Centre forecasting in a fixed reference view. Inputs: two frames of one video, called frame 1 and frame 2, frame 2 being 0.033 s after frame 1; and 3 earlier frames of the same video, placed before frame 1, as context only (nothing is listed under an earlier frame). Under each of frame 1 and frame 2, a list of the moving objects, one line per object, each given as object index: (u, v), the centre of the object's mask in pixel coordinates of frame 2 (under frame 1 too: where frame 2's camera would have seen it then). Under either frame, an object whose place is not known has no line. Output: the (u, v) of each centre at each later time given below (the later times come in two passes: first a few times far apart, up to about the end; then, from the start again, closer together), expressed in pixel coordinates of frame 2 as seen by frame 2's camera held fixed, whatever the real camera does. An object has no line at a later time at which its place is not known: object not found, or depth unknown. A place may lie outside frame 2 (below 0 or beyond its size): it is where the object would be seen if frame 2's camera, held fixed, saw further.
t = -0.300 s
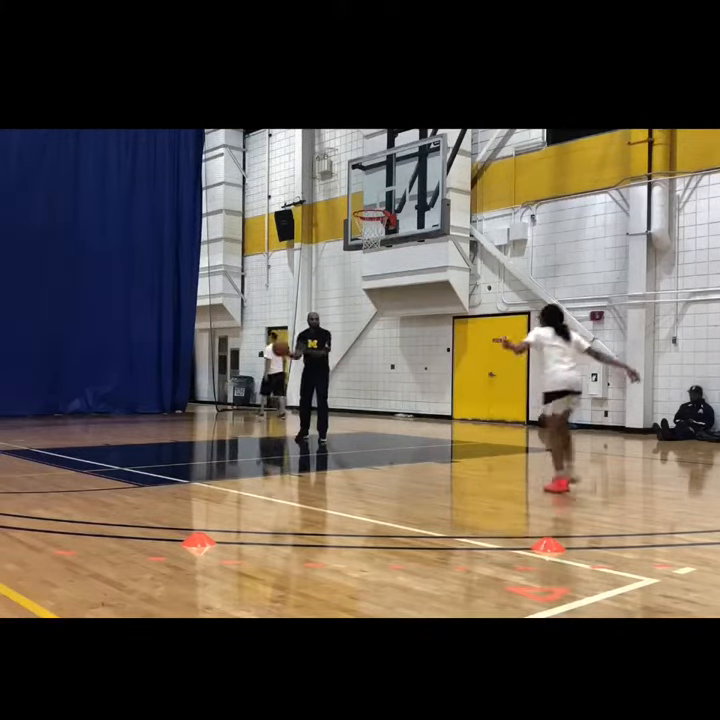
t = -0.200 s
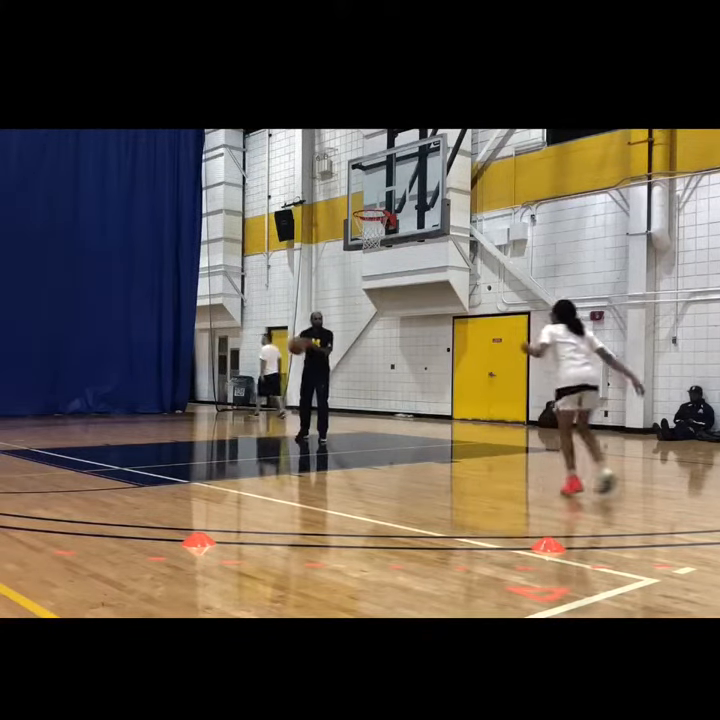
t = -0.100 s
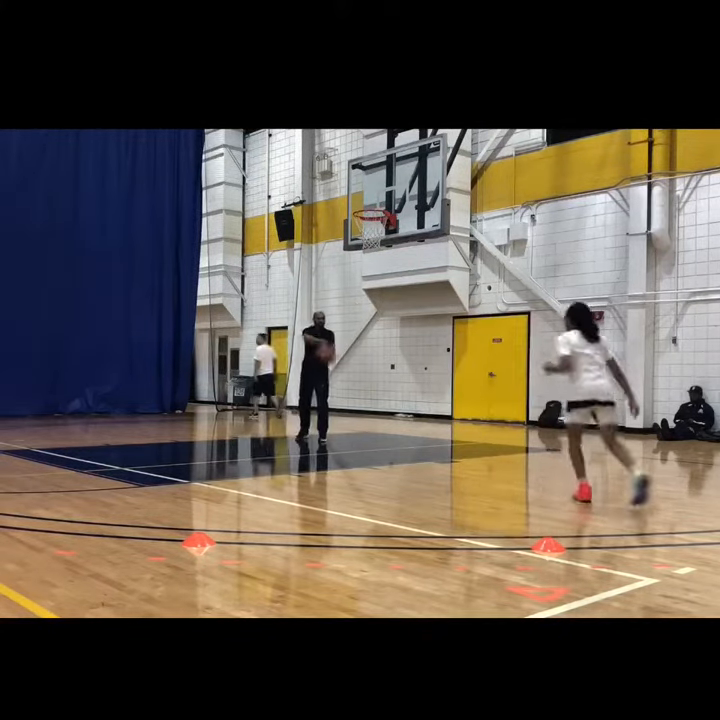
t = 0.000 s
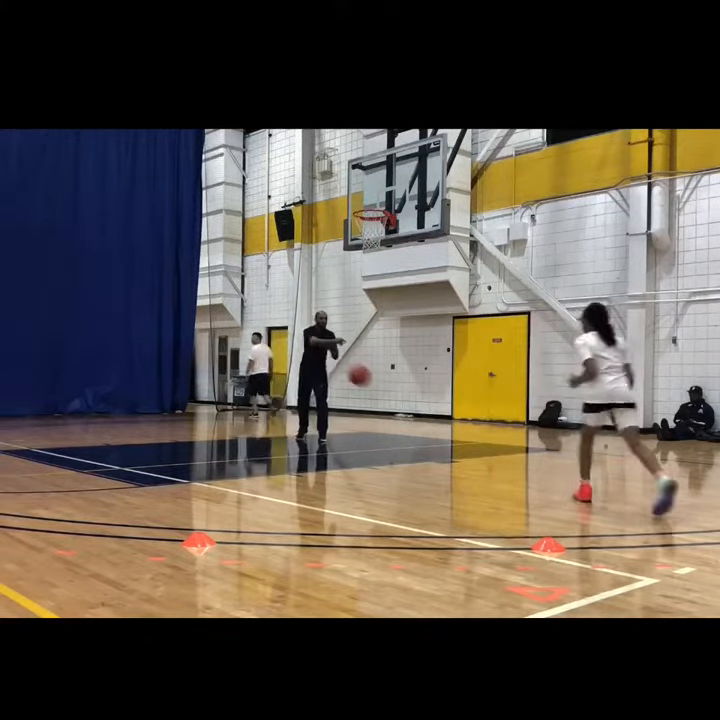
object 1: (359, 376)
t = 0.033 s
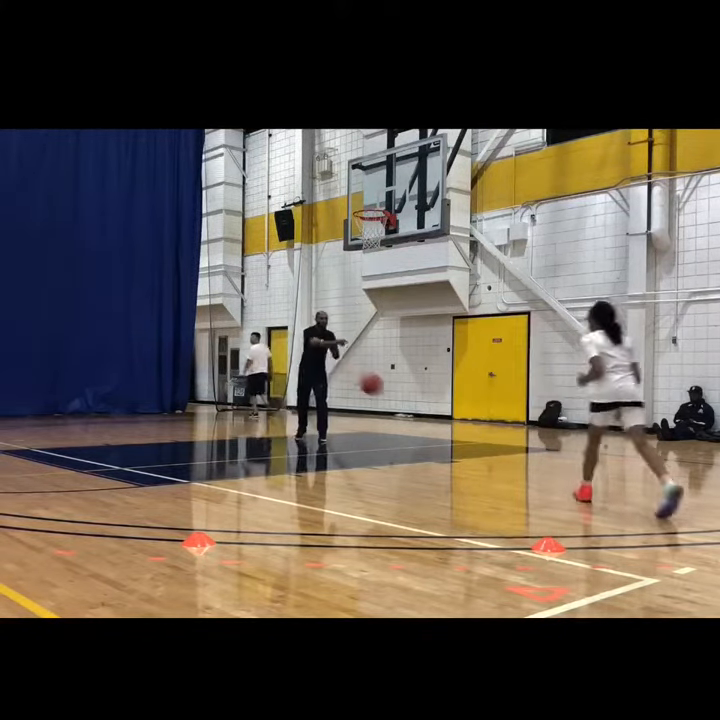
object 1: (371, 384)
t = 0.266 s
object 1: (467, 454)
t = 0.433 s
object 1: (526, 400)
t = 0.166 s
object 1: (426, 437)
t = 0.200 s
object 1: (441, 457)
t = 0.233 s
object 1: (457, 467)
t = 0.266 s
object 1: (467, 454)
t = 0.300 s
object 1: (478, 441)
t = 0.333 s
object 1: (490, 429)
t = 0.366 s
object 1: (501, 418)
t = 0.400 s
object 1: (513, 408)
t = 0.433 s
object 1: (526, 400)
